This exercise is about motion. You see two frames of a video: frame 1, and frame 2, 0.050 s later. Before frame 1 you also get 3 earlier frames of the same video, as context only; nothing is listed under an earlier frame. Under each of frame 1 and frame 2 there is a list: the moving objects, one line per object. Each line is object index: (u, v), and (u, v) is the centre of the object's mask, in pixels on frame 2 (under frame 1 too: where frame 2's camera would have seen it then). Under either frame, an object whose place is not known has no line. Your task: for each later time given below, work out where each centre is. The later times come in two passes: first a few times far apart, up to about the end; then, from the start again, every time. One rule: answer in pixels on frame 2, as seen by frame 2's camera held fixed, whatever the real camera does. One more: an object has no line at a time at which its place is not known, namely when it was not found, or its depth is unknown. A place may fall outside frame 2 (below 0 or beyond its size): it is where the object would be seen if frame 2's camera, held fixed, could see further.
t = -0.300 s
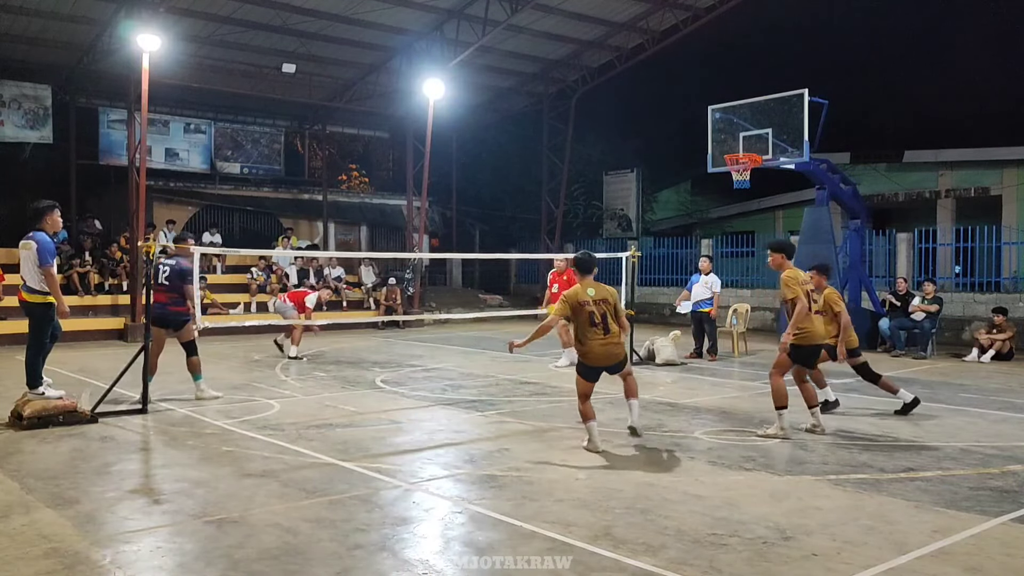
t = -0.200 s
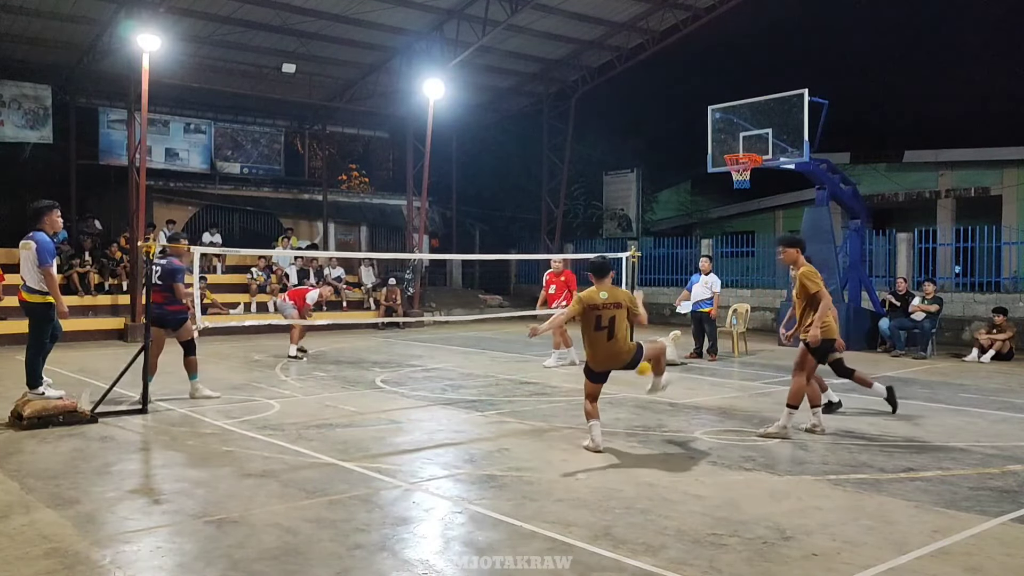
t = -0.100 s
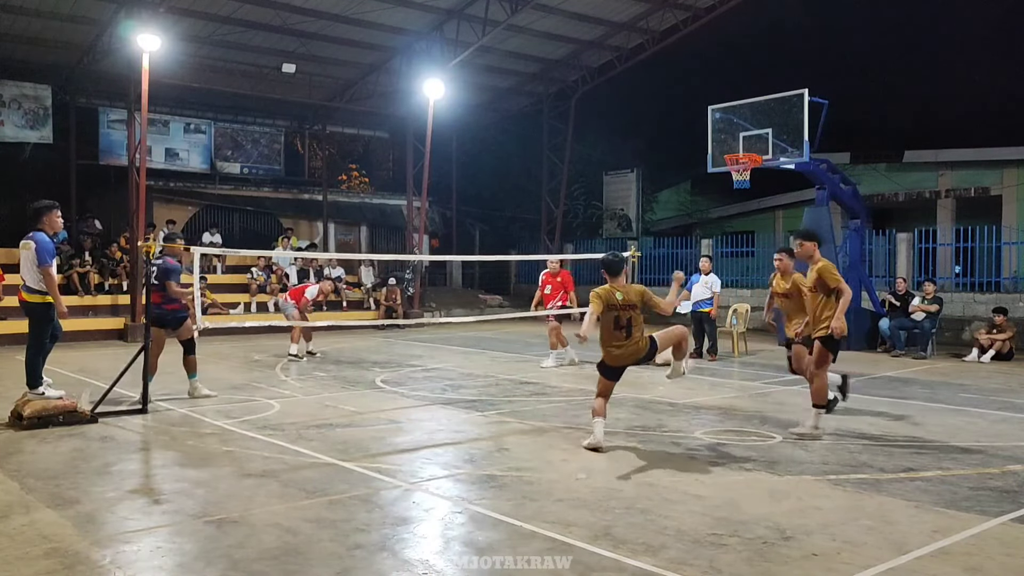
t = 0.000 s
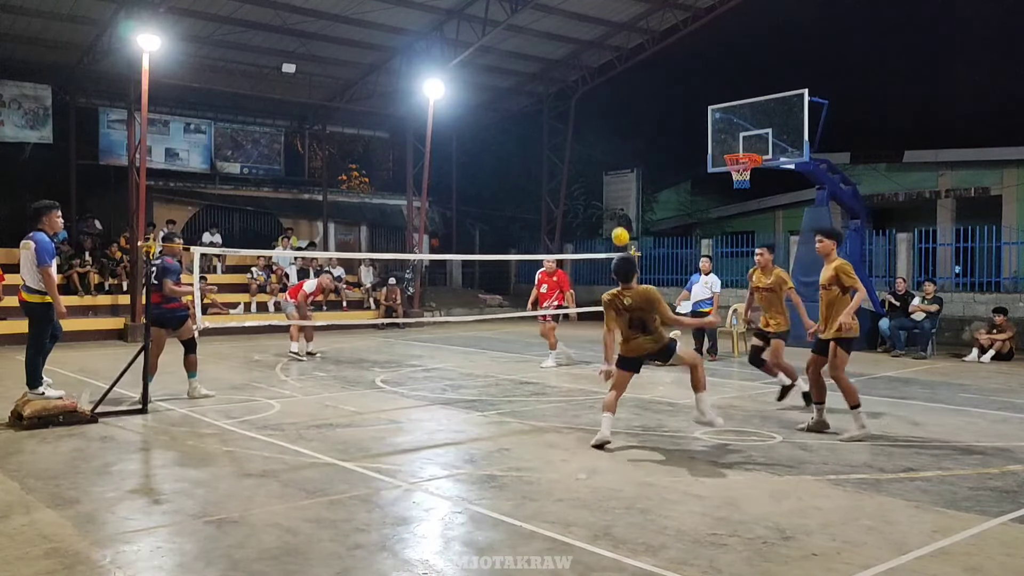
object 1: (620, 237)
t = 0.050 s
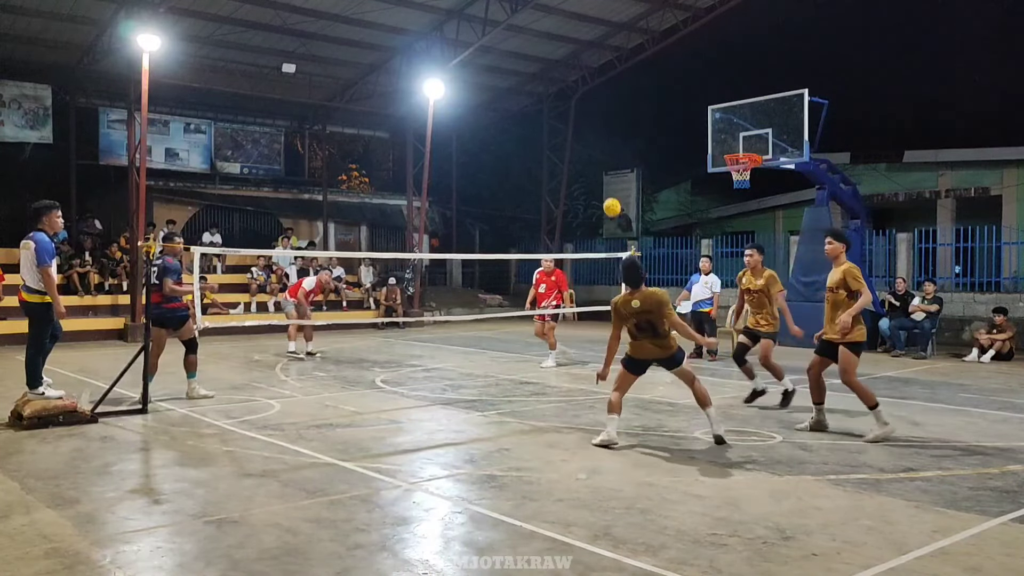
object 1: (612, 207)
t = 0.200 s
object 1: (586, 138)
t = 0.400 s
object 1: (552, 87)
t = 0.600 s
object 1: (517, 86)
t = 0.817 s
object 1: (478, 143)
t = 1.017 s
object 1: (443, 249)
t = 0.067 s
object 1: (609, 198)
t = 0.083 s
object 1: (606, 190)
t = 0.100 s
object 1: (604, 181)
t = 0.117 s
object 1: (601, 173)
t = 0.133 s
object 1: (598, 166)
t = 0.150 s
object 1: (595, 158)
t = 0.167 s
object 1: (592, 151)
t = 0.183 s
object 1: (589, 144)
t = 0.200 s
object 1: (586, 138)
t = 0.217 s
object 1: (584, 132)
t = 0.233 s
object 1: (581, 126)
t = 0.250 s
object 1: (578, 121)
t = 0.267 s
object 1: (575, 116)
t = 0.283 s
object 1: (572, 111)
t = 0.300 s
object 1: (569, 107)
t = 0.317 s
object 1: (567, 102)
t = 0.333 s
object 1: (564, 99)
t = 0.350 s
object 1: (561, 95)
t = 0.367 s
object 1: (558, 92)
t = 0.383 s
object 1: (555, 90)
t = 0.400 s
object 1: (552, 87)
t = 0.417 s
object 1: (549, 85)
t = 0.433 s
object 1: (546, 84)
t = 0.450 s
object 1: (543, 82)
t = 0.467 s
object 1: (540, 81)
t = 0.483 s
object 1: (537, 81)
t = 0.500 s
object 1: (535, 80)
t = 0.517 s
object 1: (532, 80)
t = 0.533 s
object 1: (529, 81)
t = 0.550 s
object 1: (526, 82)
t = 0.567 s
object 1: (523, 83)
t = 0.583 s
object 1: (520, 84)
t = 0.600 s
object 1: (517, 86)
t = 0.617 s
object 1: (514, 88)
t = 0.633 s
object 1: (511, 91)
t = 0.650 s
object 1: (508, 94)
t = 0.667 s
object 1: (505, 97)
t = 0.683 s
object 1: (502, 101)
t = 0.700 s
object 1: (499, 105)
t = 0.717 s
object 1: (496, 109)
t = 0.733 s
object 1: (493, 114)
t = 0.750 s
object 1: (490, 119)
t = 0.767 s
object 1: (487, 125)
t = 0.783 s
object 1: (484, 131)
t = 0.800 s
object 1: (481, 137)
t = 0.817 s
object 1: (478, 143)
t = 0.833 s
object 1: (475, 150)
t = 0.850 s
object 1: (472, 157)
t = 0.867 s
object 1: (469, 165)
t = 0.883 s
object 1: (466, 173)
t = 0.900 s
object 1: (463, 182)
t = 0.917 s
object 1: (460, 191)
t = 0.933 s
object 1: (457, 199)
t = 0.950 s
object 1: (454, 209)
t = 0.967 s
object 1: (452, 219)
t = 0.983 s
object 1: (448, 229)
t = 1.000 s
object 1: (445, 240)
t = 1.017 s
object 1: (443, 249)
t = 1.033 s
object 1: (440, 262)
